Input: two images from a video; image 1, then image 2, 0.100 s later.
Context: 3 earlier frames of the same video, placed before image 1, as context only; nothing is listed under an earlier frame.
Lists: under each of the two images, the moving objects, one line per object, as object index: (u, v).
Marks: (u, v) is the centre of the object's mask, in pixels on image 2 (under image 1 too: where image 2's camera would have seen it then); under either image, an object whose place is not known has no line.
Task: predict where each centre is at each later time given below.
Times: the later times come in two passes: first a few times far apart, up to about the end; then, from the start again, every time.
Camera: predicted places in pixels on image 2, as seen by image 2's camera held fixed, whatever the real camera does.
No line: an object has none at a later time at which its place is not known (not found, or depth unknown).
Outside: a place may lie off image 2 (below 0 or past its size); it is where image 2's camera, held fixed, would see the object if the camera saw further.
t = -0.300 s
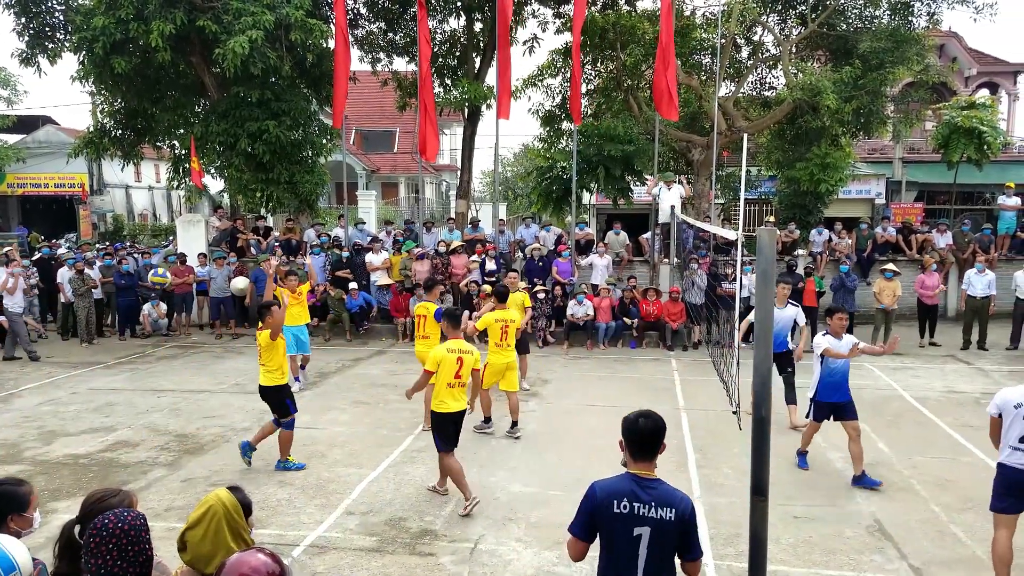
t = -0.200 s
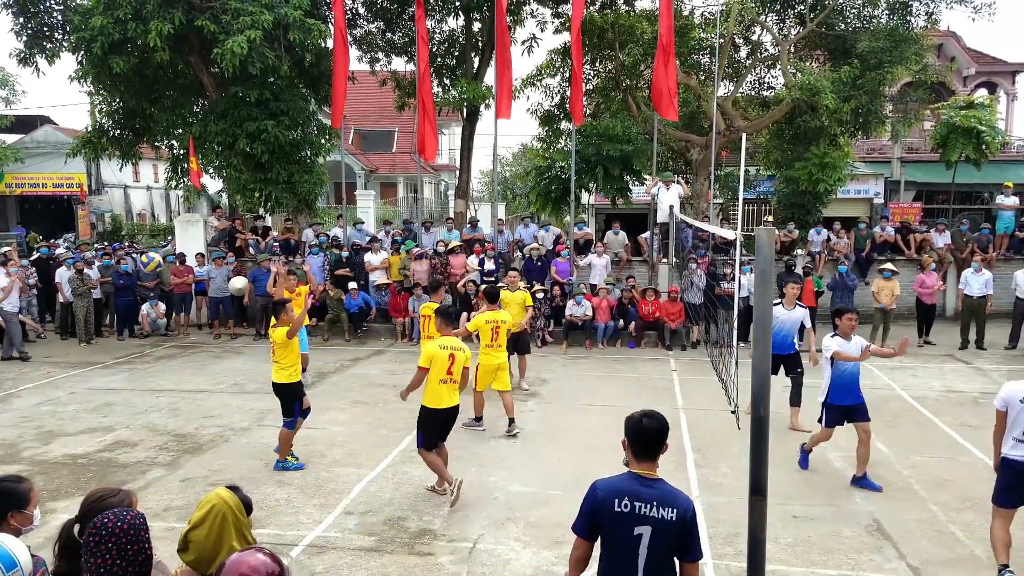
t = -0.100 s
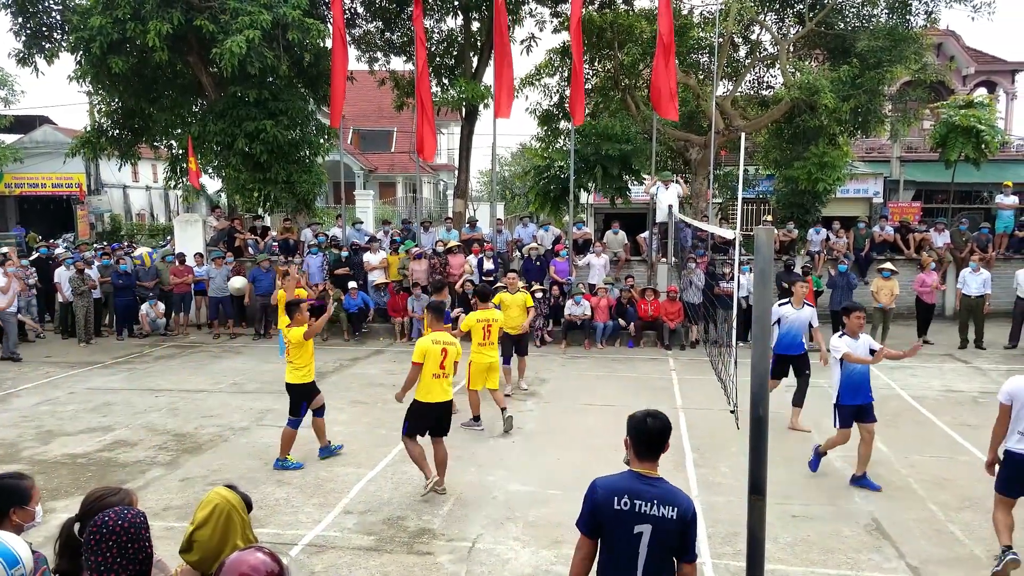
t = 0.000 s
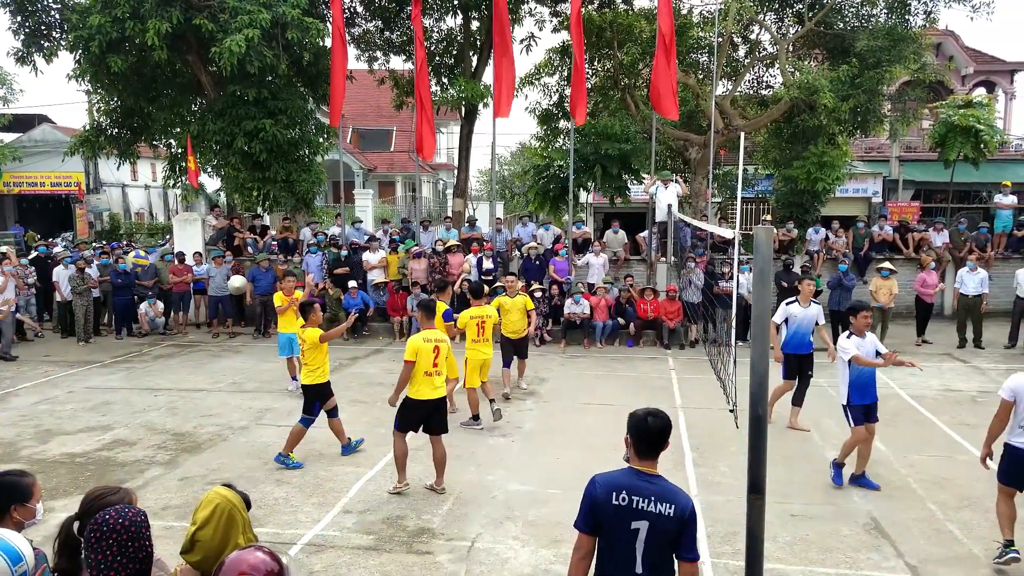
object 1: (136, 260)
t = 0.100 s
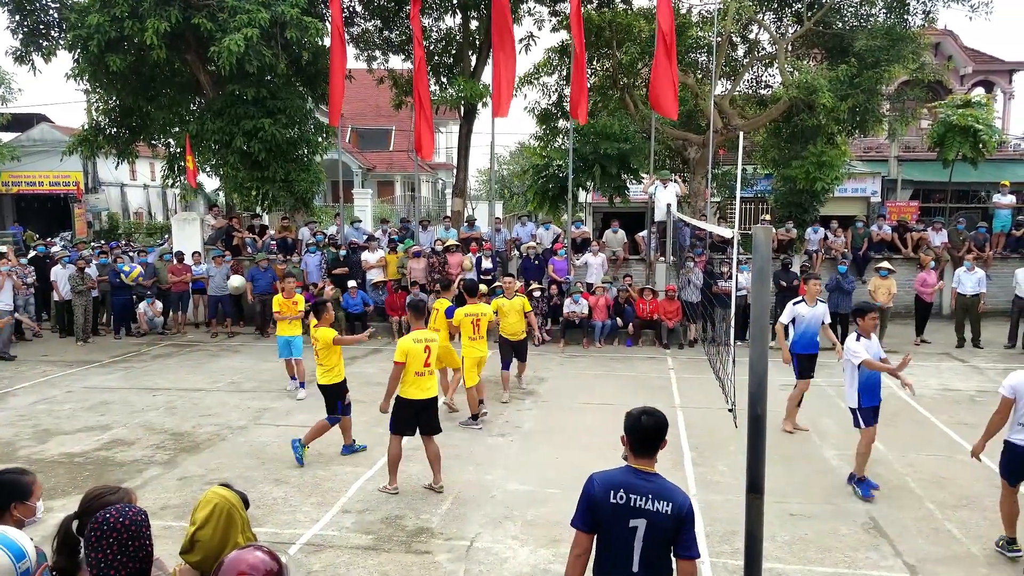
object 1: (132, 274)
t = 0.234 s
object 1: (127, 307)
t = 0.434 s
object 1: (124, 388)
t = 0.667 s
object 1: (114, 395)
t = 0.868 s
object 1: (99, 342)
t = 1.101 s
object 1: (86, 326)
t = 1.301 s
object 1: (78, 353)
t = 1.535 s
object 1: (74, 436)
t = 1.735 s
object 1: (58, 404)
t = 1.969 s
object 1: (36, 376)
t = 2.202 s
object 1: (19, 402)
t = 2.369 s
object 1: (15, 455)
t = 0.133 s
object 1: (131, 280)
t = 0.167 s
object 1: (130, 288)
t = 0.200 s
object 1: (128, 297)
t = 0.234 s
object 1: (127, 307)
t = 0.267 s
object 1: (126, 318)
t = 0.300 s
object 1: (125, 329)
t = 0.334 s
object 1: (125, 342)
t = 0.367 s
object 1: (124, 356)
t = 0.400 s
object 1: (124, 372)
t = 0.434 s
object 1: (124, 388)
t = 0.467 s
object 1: (124, 404)
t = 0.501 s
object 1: (124, 422)
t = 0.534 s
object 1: (124, 441)
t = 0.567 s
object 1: (122, 434)
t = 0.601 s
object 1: (119, 421)
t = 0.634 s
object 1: (117, 407)
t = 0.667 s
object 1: (114, 395)
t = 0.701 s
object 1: (111, 384)
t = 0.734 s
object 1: (109, 373)
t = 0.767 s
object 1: (106, 364)
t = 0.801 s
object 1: (104, 355)
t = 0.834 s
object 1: (102, 348)
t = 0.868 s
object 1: (99, 342)
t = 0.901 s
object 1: (97, 336)
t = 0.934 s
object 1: (95, 332)
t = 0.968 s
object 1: (93, 329)
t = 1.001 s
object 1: (91, 327)
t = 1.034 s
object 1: (89, 325)
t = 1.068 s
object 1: (88, 325)
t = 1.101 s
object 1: (86, 326)
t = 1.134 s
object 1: (85, 328)
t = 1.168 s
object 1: (83, 331)
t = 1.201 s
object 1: (82, 335)
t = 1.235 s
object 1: (81, 340)
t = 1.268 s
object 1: (80, 346)
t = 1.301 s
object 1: (78, 353)
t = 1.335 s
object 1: (77, 363)
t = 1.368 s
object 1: (77, 372)
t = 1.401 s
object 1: (76, 383)
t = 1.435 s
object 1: (75, 395)
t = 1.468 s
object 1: (74, 408)
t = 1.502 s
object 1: (74, 422)
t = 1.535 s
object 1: (74, 436)
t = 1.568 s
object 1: (74, 452)
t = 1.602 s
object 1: (72, 442)
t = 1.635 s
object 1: (68, 431)
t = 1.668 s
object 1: (65, 421)
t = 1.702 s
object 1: (61, 412)
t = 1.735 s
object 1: (58, 404)
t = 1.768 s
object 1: (54, 397)
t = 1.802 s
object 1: (51, 391)
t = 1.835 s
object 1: (48, 386)
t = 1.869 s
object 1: (45, 382)
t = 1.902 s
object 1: (42, 379)
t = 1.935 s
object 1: (39, 377)
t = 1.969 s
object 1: (36, 376)
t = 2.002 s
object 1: (33, 376)
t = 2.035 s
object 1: (31, 378)
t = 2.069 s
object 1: (28, 380)
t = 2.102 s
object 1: (26, 384)
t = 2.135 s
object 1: (23, 389)
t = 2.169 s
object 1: (21, 395)
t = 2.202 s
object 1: (19, 402)
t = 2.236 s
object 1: (18, 411)
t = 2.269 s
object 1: (17, 420)
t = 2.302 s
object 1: (16, 431)
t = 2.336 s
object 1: (14, 443)
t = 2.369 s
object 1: (15, 455)
